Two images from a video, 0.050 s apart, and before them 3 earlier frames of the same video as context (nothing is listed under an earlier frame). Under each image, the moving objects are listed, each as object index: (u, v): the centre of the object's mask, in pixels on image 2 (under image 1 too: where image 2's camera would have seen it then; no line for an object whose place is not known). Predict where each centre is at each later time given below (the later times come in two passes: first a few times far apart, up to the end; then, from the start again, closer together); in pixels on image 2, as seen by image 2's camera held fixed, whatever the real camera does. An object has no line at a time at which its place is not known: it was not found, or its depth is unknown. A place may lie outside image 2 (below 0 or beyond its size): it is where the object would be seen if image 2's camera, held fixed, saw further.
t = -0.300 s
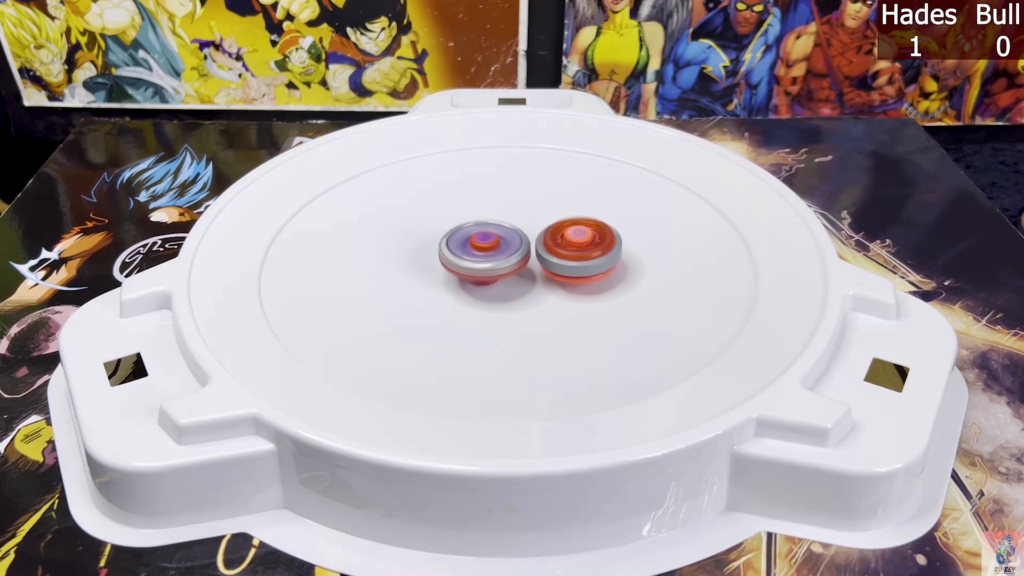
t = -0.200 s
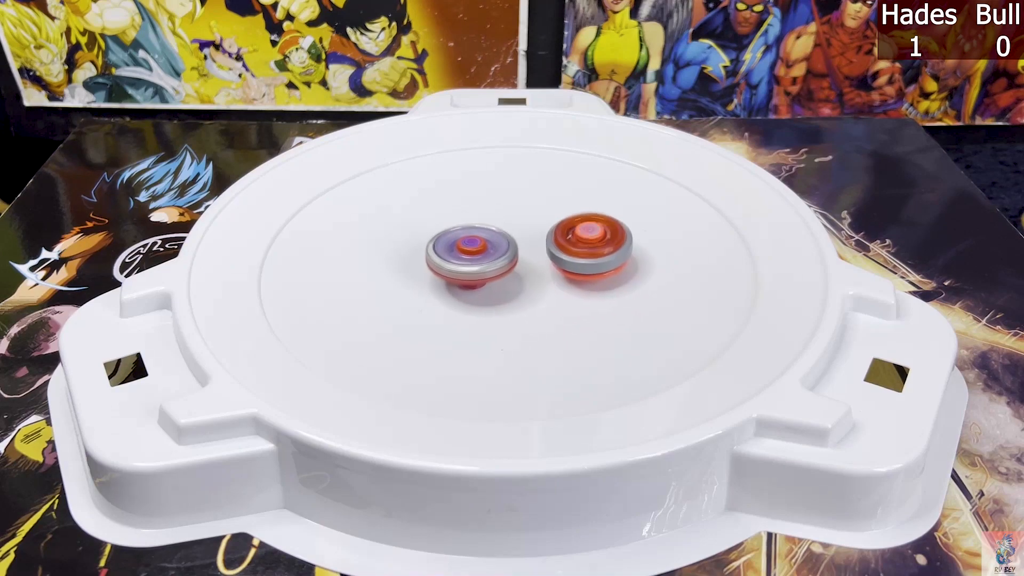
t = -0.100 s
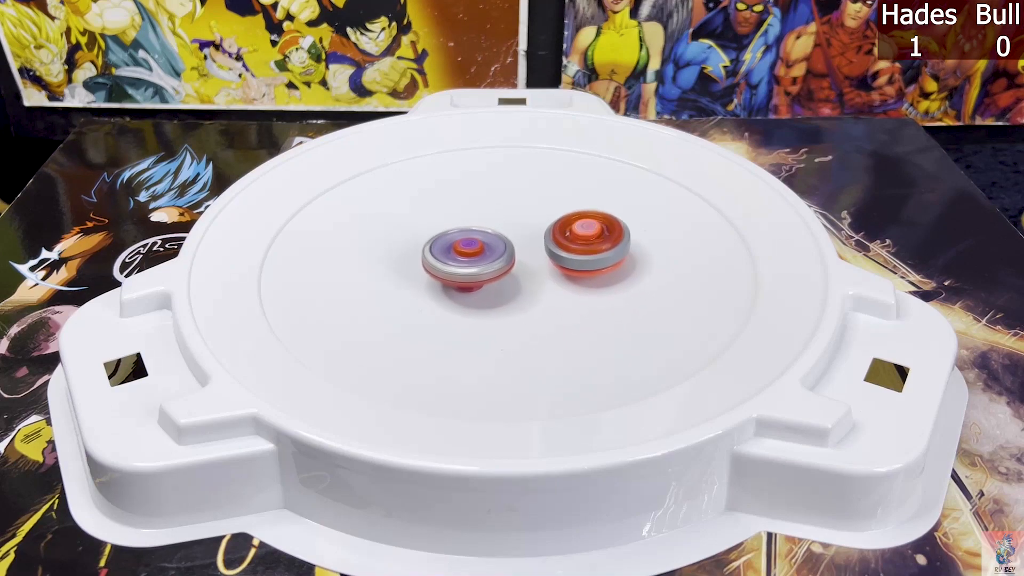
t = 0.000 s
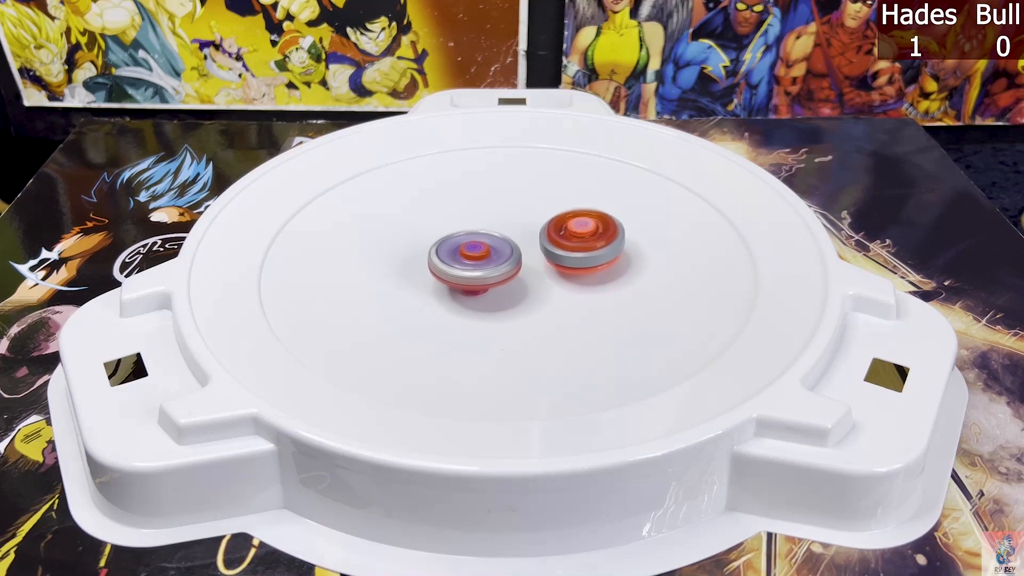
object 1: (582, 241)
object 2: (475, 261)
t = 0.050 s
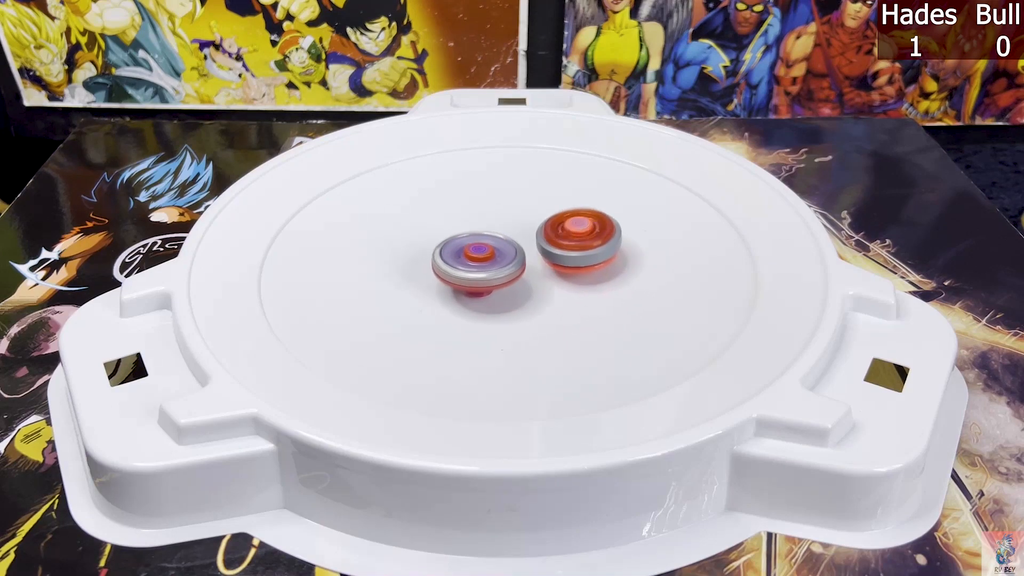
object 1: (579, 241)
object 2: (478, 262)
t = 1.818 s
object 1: (462, 222)
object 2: (508, 268)
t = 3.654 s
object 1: (455, 287)
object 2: (538, 252)
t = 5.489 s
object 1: (508, 294)
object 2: (512, 235)
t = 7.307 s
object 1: (622, 294)
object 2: (456, 236)
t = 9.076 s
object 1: (544, 212)
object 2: (495, 273)
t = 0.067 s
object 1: (577, 240)
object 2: (480, 263)
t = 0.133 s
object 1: (572, 240)
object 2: (485, 264)
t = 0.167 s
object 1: (570, 240)
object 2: (487, 265)
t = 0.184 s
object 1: (569, 240)
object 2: (488, 265)
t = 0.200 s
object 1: (568, 240)
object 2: (490, 266)
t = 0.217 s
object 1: (568, 239)
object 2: (488, 266)
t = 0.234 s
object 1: (575, 236)
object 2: (481, 268)
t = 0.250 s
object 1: (581, 233)
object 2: (475, 270)
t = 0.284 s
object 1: (588, 229)
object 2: (466, 272)
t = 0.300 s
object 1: (589, 228)
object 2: (463, 273)
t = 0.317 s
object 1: (589, 227)
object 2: (460, 274)
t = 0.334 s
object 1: (588, 226)
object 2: (458, 274)
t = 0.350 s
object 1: (587, 226)
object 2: (457, 274)
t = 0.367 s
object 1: (585, 226)
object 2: (456, 275)
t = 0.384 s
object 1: (584, 226)
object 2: (456, 275)
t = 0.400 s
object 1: (582, 226)
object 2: (457, 275)
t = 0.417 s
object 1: (580, 225)
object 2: (458, 275)
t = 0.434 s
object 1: (578, 225)
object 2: (459, 275)
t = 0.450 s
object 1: (576, 225)
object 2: (460, 275)
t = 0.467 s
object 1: (573, 225)
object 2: (462, 275)
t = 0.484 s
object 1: (571, 225)
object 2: (463, 274)
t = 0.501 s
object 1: (569, 225)
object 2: (465, 274)
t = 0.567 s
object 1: (561, 226)
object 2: (472, 274)
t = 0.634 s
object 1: (553, 227)
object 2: (478, 273)
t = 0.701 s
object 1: (545, 228)
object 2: (484, 272)
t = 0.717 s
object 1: (543, 229)
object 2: (485, 272)
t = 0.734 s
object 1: (542, 229)
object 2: (487, 271)
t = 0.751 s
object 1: (540, 228)
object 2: (488, 271)
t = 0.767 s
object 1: (540, 228)
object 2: (488, 271)
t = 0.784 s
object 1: (542, 225)
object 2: (483, 275)
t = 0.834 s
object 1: (551, 214)
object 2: (471, 282)
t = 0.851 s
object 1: (551, 213)
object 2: (469, 283)
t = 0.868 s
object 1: (551, 212)
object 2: (467, 284)
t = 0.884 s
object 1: (550, 211)
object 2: (465, 285)
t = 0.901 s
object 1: (549, 211)
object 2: (464, 285)
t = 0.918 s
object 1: (547, 211)
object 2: (464, 285)
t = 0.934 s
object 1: (545, 211)
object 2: (463, 285)
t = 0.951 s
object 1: (543, 211)
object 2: (464, 285)
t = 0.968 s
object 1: (541, 211)
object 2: (464, 285)
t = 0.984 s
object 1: (539, 211)
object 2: (465, 284)
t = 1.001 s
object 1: (537, 211)
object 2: (466, 283)
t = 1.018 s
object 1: (535, 212)
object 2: (468, 283)
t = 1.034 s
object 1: (533, 212)
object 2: (469, 282)
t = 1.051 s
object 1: (531, 212)
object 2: (471, 282)
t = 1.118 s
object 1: (523, 214)
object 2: (478, 279)
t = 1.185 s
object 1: (516, 215)
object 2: (485, 275)
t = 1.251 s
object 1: (509, 216)
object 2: (491, 272)
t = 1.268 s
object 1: (507, 216)
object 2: (493, 271)
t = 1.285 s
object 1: (506, 216)
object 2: (494, 271)
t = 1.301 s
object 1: (504, 217)
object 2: (495, 270)
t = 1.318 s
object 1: (503, 217)
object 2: (496, 269)
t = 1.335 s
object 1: (501, 217)
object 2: (497, 269)
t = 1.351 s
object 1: (500, 216)
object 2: (497, 271)
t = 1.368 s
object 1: (500, 214)
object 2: (497, 273)
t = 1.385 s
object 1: (499, 213)
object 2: (496, 275)
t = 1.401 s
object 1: (498, 212)
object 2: (496, 277)
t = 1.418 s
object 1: (497, 212)
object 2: (496, 278)
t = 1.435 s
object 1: (496, 212)
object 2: (496, 279)
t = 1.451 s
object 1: (494, 212)
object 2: (496, 279)
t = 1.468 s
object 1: (493, 213)
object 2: (496, 280)
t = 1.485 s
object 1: (491, 213)
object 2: (496, 280)
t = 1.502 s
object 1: (490, 213)
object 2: (496, 280)
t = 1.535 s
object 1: (487, 214)
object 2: (496, 279)
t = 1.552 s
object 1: (485, 215)
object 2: (496, 278)
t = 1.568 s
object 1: (483, 215)
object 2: (496, 277)
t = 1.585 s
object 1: (482, 215)
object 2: (496, 276)
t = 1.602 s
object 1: (480, 216)
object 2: (497, 275)
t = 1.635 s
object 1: (477, 216)
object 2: (498, 273)
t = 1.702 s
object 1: (471, 218)
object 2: (501, 269)
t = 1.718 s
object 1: (470, 218)
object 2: (502, 268)
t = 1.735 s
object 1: (468, 219)
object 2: (502, 267)
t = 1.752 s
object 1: (467, 219)
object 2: (504, 267)
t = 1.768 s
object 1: (465, 220)
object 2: (505, 268)
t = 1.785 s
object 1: (464, 220)
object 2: (507, 268)
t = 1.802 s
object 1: (463, 221)
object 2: (508, 268)
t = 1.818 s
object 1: (462, 222)
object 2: (508, 268)
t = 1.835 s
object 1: (461, 222)
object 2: (509, 269)
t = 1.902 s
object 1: (457, 225)
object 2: (510, 268)
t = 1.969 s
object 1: (453, 228)
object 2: (512, 267)
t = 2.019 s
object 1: (451, 230)
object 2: (514, 268)
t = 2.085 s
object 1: (448, 233)
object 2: (515, 266)
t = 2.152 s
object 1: (444, 234)
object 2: (522, 268)
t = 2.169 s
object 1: (444, 234)
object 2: (523, 268)
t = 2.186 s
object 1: (443, 235)
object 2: (524, 268)
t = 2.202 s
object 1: (443, 236)
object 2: (525, 268)
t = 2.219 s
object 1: (442, 236)
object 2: (525, 268)
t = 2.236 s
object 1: (441, 237)
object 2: (525, 268)
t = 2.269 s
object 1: (441, 238)
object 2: (525, 267)
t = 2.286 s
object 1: (441, 239)
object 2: (525, 267)
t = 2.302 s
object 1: (441, 240)
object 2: (525, 266)
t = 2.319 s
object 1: (440, 241)
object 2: (525, 265)
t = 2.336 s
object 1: (440, 242)
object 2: (525, 264)
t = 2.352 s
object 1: (440, 242)
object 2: (525, 264)
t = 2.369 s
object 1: (440, 243)
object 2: (525, 263)
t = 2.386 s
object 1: (440, 244)
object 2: (525, 262)
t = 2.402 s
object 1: (440, 245)
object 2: (525, 261)
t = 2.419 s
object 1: (440, 245)
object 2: (525, 261)
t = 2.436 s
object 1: (440, 246)
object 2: (527, 261)
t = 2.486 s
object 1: (440, 248)
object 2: (530, 260)
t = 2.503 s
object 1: (440, 248)
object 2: (531, 260)
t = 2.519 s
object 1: (440, 249)
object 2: (532, 259)
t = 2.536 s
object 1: (440, 250)
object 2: (532, 259)
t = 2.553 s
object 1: (441, 251)
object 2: (532, 259)
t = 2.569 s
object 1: (441, 251)
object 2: (532, 259)
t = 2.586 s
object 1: (442, 252)
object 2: (532, 258)
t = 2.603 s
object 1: (442, 253)
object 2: (532, 258)
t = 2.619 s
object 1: (442, 253)
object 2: (533, 258)
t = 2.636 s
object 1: (442, 254)
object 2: (533, 257)
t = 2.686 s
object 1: (442, 256)
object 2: (535, 257)
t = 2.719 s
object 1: (443, 257)
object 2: (535, 256)
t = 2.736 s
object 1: (444, 258)
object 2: (535, 256)
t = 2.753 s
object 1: (443, 259)
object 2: (536, 256)
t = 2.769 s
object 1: (444, 259)
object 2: (537, 256)
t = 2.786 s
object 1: (444, 260)
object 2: (537, 256)
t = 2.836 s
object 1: (446, 262)
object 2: (538, 255)
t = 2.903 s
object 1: (444, 264)
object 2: (544, 254)
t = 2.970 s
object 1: (445, 267)
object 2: (546, 254)
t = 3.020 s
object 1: (447, 268)
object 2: (544, 254)
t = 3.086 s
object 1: (450, 271)
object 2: (541, 254)
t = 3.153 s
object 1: (445, 273)
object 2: (546, 252)
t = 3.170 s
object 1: (445, 274)
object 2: (547, 252)
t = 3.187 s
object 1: (446, 274)
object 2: (548, 252)
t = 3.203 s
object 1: (446, 275)
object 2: (548, 252)
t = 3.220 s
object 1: (447, 275)
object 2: (548, 252)
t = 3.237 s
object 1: (448, 276)
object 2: (548, 252)
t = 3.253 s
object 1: (448, 277)
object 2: (547, 252)
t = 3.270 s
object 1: (449, 277)
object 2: (546, 252)
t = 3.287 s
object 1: (450, 278)
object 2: (545, 252)
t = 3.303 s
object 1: (451, 278)
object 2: (544, 252)
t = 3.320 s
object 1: (451, 278)
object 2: (543, 252)
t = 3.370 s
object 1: (454, 280)
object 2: (539, 253)
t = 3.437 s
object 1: (451, 282)
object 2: (541, 251)
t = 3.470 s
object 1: (452, 283)
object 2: (542, 251)
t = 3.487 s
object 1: (452, 283)
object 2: (543, 251)
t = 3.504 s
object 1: (453, 283)
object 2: (542, 251)
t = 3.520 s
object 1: (454, 284)
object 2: (542, 251)
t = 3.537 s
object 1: (454, 284)
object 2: (542, 252)
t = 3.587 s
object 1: (456, 285)
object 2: (539, 252)
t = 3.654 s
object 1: (455, 287)
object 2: (538, 252)
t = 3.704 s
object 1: (455, 288)
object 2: (540, 251)
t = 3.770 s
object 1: (457, 289)
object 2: (539, 251)
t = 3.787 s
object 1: (457, 289)
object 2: (539, 252)
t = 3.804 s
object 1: (458, 289)
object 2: (538, 252)
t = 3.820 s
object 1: (459, 289)
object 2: (537, 252)
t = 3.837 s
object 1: (459, 289)
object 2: (536, 252)
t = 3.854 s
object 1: (460, 289)
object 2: (535, 252)
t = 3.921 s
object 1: (456, 291)
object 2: (537, 251)
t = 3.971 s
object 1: (457, 291)
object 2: (537, 250)
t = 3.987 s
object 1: (457, 291)
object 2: (537, 250)
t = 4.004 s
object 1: (458, 292)
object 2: (536, 250)
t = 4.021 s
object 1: (458, 292)
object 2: (535, 250)
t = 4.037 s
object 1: (459, 292)
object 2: (535, 251)
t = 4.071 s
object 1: (460, 292)
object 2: (532, 251)
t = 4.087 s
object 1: (460, 292)
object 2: (531, 251)
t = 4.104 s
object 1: (461, 292)
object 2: (530, 252)
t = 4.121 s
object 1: (460, 292)
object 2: (530, 251)
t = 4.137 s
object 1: (460, 292)
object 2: (530, 251)
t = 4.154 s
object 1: (460, 292)
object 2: (530, 251)
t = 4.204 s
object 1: (462, 292)
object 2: (529, 250)
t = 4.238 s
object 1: (463, 292)
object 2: (528, 250)
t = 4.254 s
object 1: (463, 293)
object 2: (528, 250)
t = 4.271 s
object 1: (463, 292)
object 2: (528, 250)
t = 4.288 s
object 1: (463, 292)
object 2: (527, 249)
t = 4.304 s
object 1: (464, 293)
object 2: (527, 249)
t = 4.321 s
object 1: (464, 293)
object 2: (527, 249)
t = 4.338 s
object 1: (461, 294)
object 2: (529, 248)
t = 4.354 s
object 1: (458, 296)
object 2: (531, 246)
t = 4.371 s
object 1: (456, 296)
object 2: (532, 245)
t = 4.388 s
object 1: (456, 296)
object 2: (533, 244)
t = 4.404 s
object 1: (456, 297)
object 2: (534, 243)
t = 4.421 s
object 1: (456, 297)
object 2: (535, 242)
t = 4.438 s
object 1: (457, 296)
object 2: (535, 242)
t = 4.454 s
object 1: (458, 297)
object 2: (534, 242)
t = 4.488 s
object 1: (459, 297)
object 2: (534, 242)
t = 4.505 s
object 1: (459, 297)
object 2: (533, 242)
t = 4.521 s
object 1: (460, 296)
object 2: (532, 243)
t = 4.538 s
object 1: (461, 296)
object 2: (530, 243)
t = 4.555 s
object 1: (461, 296)
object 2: (529, 243)
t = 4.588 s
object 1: (463, 296)
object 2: (526, 244)
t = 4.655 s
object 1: (466, 295)
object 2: (520, 245)
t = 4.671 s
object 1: (467, 295)
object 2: (519, 245)
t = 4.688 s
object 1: (468, 295)
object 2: (518, 245)
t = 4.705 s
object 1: (468, 295)
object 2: (517, 244)
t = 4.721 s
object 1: (466, 297)
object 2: (517, 243)
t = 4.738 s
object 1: (465, 299)
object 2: (518, 242)
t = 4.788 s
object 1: (465, 299)
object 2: (520, 239)
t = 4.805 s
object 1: (466, 299)
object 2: (520, 239)
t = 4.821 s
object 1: (466, 299)
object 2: (521, 239)
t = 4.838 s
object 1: (467, 299)
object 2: (521, 239)
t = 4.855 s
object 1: (468, 299)
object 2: (521, 239)
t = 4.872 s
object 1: (470, 299)
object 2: (520, 239)
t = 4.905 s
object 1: (472, 298)
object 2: (519, 240)
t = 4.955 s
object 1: (475, 297)
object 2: (517, 240)
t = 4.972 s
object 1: (477, 297)
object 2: (516, 241)
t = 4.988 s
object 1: (477, 297)
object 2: (515, 241)
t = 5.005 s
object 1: (479, 296)
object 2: (514, 241)
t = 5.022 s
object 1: (480, 296)
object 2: (514, 240)
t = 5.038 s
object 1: (481, 296)
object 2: (513, 240)
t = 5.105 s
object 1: (482, 299)
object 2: (514, 237)
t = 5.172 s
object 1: (487, 298)
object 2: (515, 236)
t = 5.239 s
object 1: (492, 296)
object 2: (515, 237)
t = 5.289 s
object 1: (496, 296)
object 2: (513, 237)
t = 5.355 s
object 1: (499, 297)
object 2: (513, 235)
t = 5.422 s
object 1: (503, 296)
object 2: (513, 234)
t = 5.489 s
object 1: (508, 294)
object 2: (512, 235)
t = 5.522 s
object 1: (510, 296)
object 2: (511, 234)
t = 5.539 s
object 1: (511, 296)
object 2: (511, 234)
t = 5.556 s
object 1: (512, 296)
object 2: (511, 233)
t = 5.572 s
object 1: (513, 296)
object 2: (511, 233)
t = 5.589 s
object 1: (514, 296)
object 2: (511, 233)
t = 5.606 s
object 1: (515, 296)
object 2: (511, 233)
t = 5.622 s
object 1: (516, 296)
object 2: (511, 233)
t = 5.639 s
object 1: (518, 295)
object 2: (511, 233)
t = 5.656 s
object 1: (519, 295)
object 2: (510, 233)
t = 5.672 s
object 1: (520, 295)
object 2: (510, 233)
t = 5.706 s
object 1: (522, 295)
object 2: (509, 234)
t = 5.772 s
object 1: (526, 295)
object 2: (507, 236)
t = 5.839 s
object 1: (530, 296)
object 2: (506, 235)
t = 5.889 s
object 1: (533, 294)
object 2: (506, 235)
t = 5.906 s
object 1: (534, 295)
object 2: (506, 235)
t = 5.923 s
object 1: (535, 294)
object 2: (506, 236)
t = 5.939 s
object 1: (536, 294)
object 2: (507, 235)
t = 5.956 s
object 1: (537, 294)
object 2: (506, 237)
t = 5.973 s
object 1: (537, 294)
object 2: (506, 237)
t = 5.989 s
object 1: (538, 293)
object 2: (505, 238)
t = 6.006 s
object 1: (539, 293)
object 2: (505, 238)
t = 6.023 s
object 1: (540, 292)
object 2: (505, 239)
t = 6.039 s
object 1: (541, 295)
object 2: (505, 238)
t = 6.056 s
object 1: (545, 298)
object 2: (504, 236)
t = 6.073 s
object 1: (546, 301)
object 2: (503, 234)
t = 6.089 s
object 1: (548, 302)
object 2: (502, 232)
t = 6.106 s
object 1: (549, 304)
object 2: (502, 231)
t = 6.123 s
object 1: (550, 304)
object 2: (501, 231)
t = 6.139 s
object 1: (550, 304)
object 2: (501, 230)
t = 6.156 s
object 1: (551, 304)
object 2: (501, 230)
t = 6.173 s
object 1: (552, 303)
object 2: (501, 230)
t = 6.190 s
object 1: (553, 303)
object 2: (501, 230)
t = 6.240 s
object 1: (555, 302)
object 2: (502, 232)
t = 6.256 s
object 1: (556, 302)
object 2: (502, 233)
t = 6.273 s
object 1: (556, 302)
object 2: (502, 234)
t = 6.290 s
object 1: (557, 301)
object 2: (503, 235)
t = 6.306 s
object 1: (557, 301)
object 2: (503, 236)
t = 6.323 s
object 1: (558, 300)
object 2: (502, 238)
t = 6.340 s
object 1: (558, 300)
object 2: (502, 239)
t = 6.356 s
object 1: (558, 300)
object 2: (502, 240)
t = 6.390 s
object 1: (558, 299)
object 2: (502, 242)
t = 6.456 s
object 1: (559, 297)
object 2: (501, 246)
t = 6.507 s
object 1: (558, 295)
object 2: (500, 248)
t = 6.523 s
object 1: (559, 295)
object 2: (500, 248)
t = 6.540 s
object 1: (558, 294)
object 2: (500, 249)
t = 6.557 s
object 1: (560, 295)
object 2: (499, 248)
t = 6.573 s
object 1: (563, 297)
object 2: (497, 247)
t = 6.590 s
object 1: (565, 299)
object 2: (495, 245)
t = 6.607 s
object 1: (567, 299)
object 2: (493, 244)
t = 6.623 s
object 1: (567, 299)
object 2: (492, 243)
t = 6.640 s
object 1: (568, 299)
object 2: (491, 243)
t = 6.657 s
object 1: (568, 298)
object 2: (491, 243)
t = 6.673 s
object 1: (568, 298)
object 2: (490, 242)
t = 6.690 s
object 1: (568, 297)
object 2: (490, 242)
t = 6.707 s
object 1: (568, 297)
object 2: (490, 243)
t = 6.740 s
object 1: (569, 296)
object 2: (491, 243)
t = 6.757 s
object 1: (568, 295)
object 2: (491, 243)
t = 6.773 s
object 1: (568, 294)
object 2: (492, 244)
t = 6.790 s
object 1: (568, 294)
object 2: (492, 245)
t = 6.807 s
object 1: (568, 293)
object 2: (493, 245)
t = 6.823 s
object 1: (567, 292)
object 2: (493, 246)
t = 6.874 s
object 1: (567, 290)
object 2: (495, 248)
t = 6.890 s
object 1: (566, 289)
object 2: (495, 249)
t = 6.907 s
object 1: (566, 289)
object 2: (495, 250)
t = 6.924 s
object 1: (567, 289)
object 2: (494, 250)
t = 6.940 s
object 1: (580, 295)
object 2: (486, 245)
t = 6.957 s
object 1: (590, 299)
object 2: (479, 240)
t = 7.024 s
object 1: (616, 309)
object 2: (460, 228)
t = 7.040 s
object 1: (619, 310)
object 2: (457, 226)
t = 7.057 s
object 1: (620, 310)
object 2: (455, 225)
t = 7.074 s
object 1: (621, 309)
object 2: (454, 225)
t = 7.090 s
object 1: (622, 308)
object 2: (452, 225)
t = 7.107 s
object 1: (623, 307)
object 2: (452, 225)
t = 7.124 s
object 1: (623, 306)
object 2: (451, 225)
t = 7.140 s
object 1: (624, 305)
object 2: (451, 226)
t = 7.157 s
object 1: (624, 304)
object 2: (451, 227)
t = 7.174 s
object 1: (625, 303)
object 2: (451, 228)
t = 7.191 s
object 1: (625, 302)
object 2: (452, 228)
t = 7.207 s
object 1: (624, 301)
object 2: (452, 229)
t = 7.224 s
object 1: (624, 300)
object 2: (453, 230)
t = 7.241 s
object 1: (624, 298)
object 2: (453, 232)
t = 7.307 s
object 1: (622, 294)
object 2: (456, 236)
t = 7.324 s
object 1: (621, 293)
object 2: (457, 236)
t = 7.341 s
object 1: (621, 292)
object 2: (457, 237)
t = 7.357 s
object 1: (620, 291)
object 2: (458, 238)
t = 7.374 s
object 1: (619, 290)
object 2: (459, 239)
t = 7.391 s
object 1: (618, 289)
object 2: (460, 240)
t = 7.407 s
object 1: (617, 288)
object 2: (461, 241)
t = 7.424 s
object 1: (615, 287)
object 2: (462, 242)
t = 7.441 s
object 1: (614, 286)
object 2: (463, 242)
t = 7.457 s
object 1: (613, 285)
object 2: (464, 243)
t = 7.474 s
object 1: (612, 284)
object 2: (465, 244)
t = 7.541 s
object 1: (608, 280)
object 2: (469, 247)
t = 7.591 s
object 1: (604, 277)
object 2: (473, 249)
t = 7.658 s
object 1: (598, 273)
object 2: (478, 252)
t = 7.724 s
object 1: (593, 269)
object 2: (482, 254)
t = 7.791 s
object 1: (586, 264)
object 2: (486, 256)
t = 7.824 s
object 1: (583, 262)
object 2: (487, 257)
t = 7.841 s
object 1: (582, 261)
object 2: (488, 257)
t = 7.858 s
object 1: (581, 260)
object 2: (489, 257)
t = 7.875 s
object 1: (583, 259)
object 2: (487, 258)
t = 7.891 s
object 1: (586, 257)
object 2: (483, 257)
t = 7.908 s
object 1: (588, 256)
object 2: (481, 257)
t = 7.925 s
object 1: (588, 255)
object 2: (479, 257)
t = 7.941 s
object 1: (587, 254)
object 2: (478, 257)
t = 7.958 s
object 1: (586, 253)
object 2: (477, 257)
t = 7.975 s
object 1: (585, 252)
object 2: (476, 257)
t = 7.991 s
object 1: (584, 250)
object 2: (476, 257)
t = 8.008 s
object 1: (583, 249)
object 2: (476, 257)
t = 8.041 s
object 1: (581, 247)
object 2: (477, 257)
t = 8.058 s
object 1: (581, 246)
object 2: (478, 257)
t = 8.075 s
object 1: (580, 244)
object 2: (479, 257)
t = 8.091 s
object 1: (579, 243)
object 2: (480, 256)
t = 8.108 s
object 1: (579, 242)
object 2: (481, 256)
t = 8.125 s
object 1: (578, 241)
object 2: (482, 256)
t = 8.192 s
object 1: (574, 237)
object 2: (487, 256)
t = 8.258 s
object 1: (572, 233)
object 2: (492, 257)
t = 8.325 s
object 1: (570, 229)
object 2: (497, 257)
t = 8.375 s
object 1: (570, 227)
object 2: (495, 258)
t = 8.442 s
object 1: (567, 223)
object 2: (495, 259)
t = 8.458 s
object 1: (567, 223)
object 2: (495, 259)
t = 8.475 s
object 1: (566, 222)
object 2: (495, 259)
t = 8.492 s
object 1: (566, 221)
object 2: (495, 259)
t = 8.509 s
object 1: (565, 221)
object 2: (496, 259)
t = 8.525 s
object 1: (565, 220)
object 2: (496, 259)
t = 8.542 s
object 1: (564, 219)
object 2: (497, 259)
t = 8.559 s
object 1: (564, 219)
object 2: (497, 259)
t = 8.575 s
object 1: (563, 219)
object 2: (498, 259)
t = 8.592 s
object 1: (563, 218)
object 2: (498, 259)
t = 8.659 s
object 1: (560, 216)
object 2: (501, 259)
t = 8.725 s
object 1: (557, 215)
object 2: (503, 259)
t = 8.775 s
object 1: (555, 214)
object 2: (505, 259)
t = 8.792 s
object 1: (555, 214)
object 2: (506, 259)
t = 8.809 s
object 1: (554, 214)
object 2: (506, 259)
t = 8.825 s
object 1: (553, 214)
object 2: (507, 259)
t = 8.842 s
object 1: (553, 214)
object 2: (507, 259)
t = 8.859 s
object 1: (552, 214)
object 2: (507, 260)
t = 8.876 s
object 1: (551, 214)
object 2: (507, 260)
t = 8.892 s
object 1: (550, 214)
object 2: (507, 260)
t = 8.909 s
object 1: (550, 214)
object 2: (506, 261)
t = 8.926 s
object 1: (550, 213)
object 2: (503, 264)
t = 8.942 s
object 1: (550, 212)
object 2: (501, 266)
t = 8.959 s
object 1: (550, 211)
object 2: (499, 268)
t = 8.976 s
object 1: (550, 211)
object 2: (498, 270)
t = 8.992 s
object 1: (549, 211)
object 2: (497, 271)
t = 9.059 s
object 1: (545, 212)
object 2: (495, 273)
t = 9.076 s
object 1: (544, 212)
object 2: (495, 273)
